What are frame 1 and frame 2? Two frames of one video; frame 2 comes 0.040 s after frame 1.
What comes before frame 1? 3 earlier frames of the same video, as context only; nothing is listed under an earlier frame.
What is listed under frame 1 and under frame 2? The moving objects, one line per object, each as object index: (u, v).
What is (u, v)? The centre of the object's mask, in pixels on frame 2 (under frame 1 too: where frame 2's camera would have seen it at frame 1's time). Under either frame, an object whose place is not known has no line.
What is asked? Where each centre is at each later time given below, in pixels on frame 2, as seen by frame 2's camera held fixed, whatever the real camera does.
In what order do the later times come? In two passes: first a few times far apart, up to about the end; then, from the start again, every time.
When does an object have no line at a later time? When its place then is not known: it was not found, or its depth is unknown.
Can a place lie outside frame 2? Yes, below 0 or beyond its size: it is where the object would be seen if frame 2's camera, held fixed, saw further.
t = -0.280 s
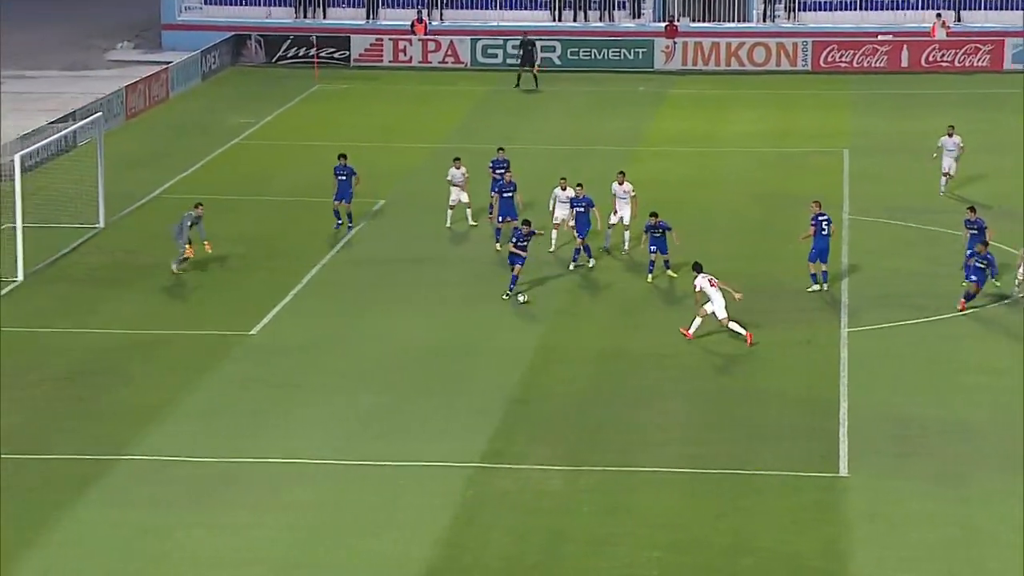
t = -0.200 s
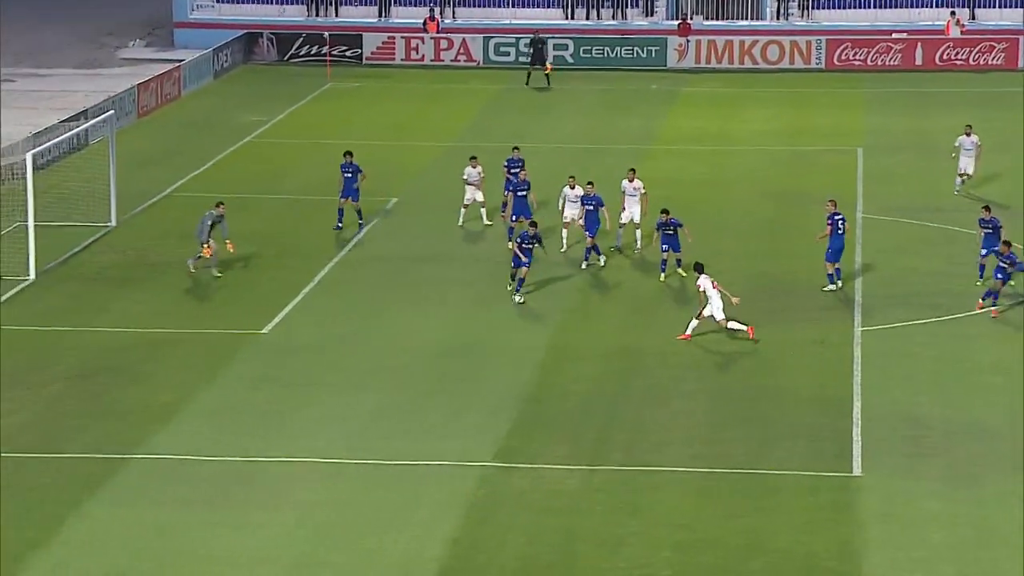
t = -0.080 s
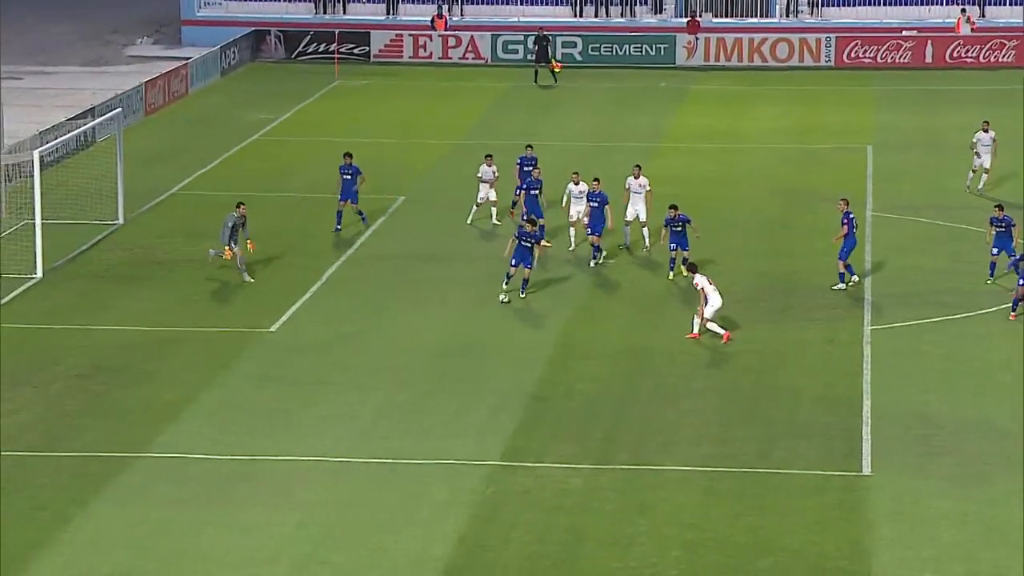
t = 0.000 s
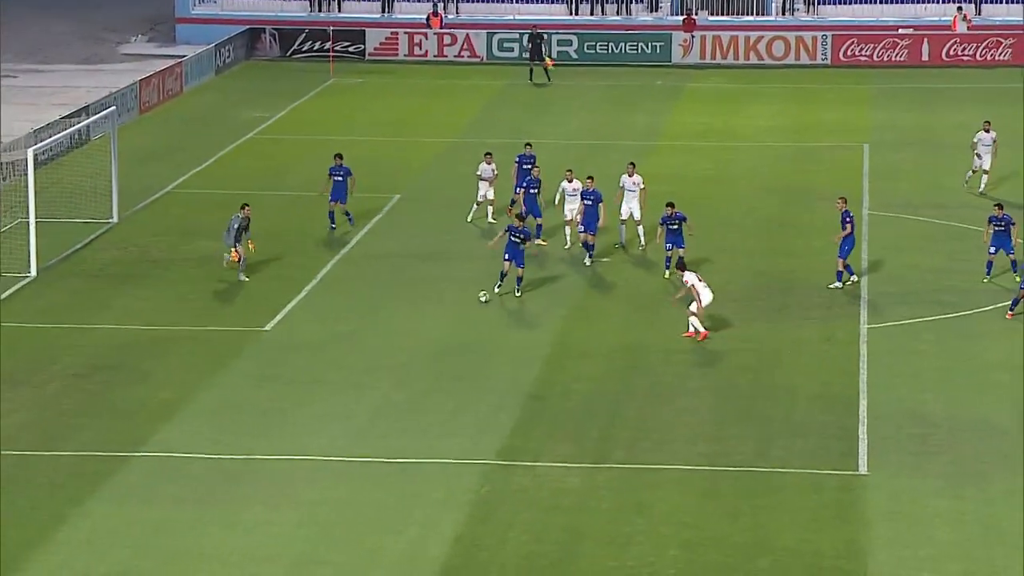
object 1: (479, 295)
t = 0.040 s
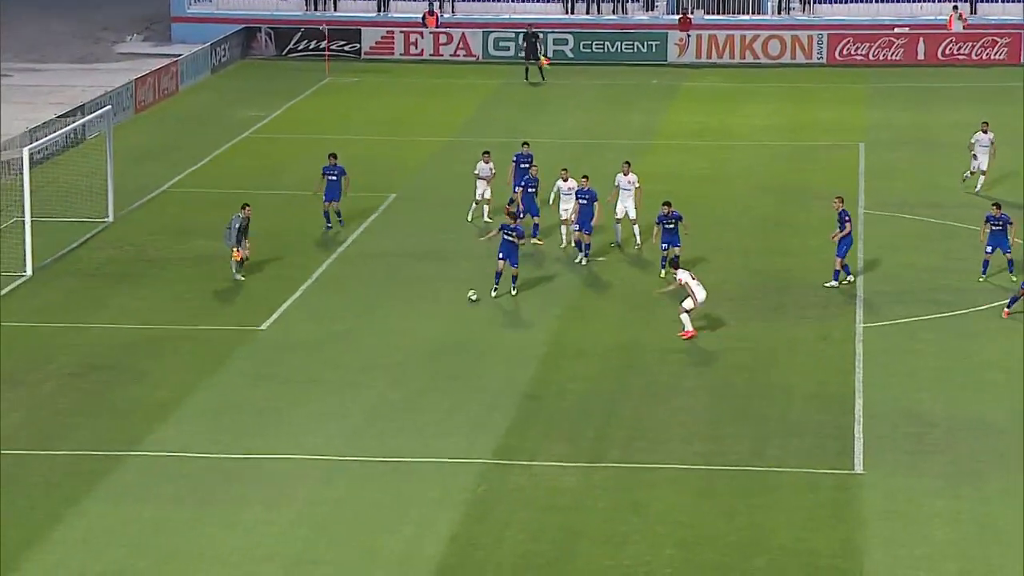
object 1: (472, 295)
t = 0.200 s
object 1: (443, 296)
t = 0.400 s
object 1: (409, 298)
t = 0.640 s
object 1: (374, 300)
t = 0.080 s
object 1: (465, 296)
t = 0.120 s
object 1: (457, 297)
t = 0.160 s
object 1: (450, 297)
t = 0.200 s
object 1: (443, 296)
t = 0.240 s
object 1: (436, 297)
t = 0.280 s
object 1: (429, 298)
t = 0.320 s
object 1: (423, 298)
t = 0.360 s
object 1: (416, 298)
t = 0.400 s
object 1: (409, 298)
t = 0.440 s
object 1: (403, 299)
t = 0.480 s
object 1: (397, 299)
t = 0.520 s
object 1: (391, 299)
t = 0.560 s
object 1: (385, 299)
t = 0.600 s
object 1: (379, 300)
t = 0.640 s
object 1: (374, 300)
